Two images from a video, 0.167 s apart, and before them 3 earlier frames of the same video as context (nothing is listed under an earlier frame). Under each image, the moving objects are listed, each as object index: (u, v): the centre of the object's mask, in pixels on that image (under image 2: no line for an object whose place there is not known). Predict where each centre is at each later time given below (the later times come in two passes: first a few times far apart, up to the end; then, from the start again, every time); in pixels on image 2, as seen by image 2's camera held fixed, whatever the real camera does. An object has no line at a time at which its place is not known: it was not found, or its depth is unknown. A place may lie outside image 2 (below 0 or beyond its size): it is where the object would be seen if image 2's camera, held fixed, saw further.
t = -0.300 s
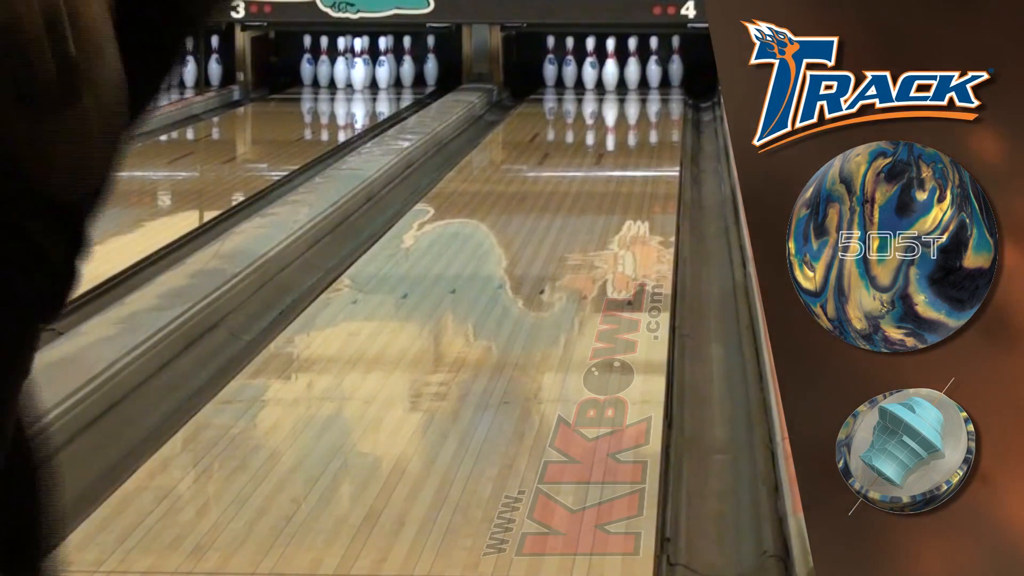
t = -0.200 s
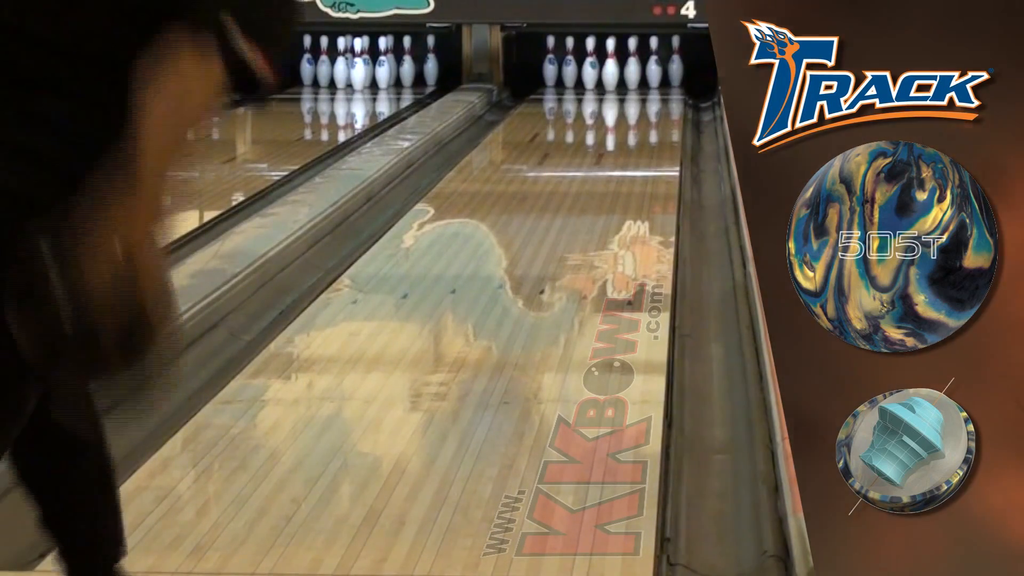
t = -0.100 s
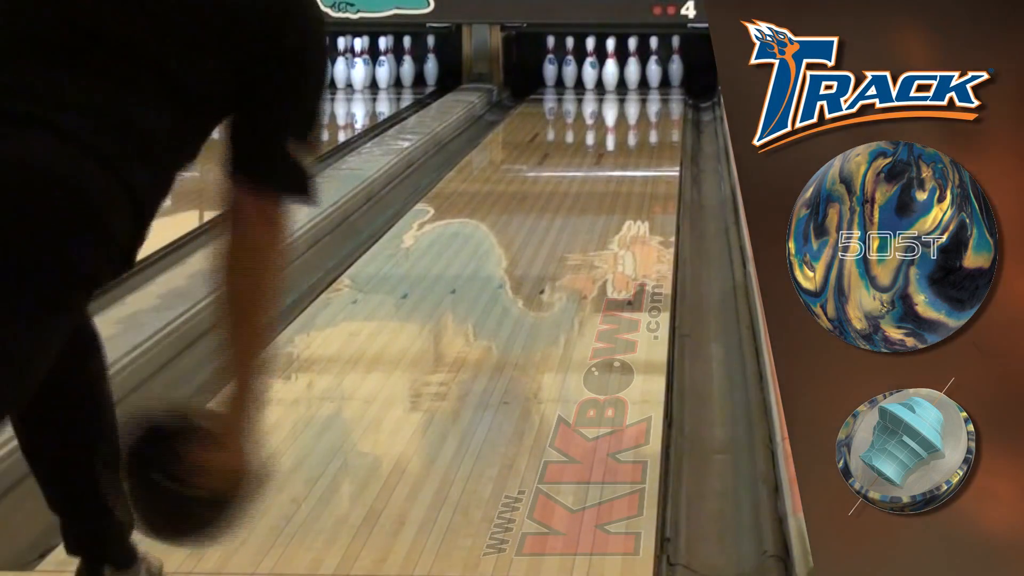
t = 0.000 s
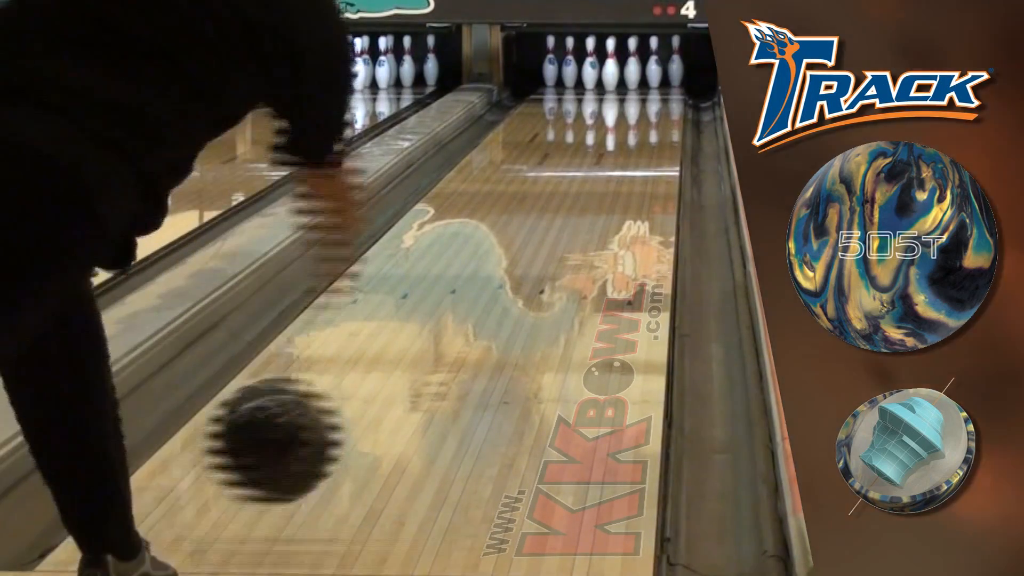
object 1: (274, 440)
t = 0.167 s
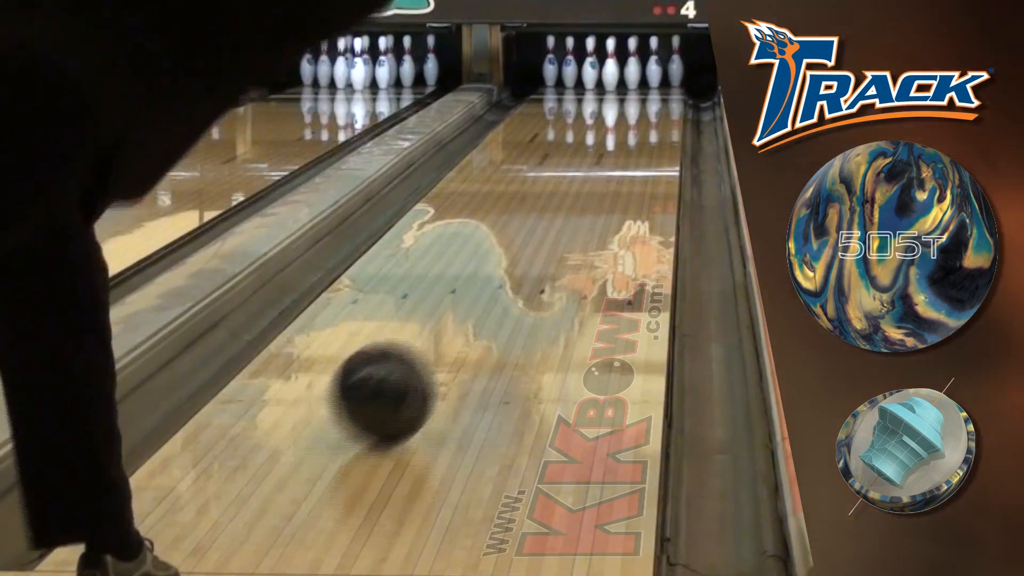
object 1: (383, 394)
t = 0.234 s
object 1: (416, 363)
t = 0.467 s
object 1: (501, 283)
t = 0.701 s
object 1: (557, 229)
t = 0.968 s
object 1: (600, 184)
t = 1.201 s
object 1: (628, 155)
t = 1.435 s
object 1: (645, 133)
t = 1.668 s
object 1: (653, 116)
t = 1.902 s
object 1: (653, 103)
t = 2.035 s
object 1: (649, 95)
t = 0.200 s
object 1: (400, 378)
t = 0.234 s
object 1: (416, 363)
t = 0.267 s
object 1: (431, 350)
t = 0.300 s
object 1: (444, 337)
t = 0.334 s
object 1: (457, 325)
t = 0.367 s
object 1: (469, 313)
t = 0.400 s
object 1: (481, 302)
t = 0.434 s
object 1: (491, 292)
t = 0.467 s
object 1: (501, 283)
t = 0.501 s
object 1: (510, 273)
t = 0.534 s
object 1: (520, 265)
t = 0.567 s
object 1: (528, 257)
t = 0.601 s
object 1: (536, 250)
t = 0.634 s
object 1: (543, 242)
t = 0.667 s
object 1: (550, 235)
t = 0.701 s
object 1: (557, 229)
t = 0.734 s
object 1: (564, 222)
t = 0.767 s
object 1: (570, 216)
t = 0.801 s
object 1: (575, 210)
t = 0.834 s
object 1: (581, 204)
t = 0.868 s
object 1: (586, 199)
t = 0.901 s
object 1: (591, 194)
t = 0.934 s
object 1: (596, 189)
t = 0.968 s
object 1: (600, 184)
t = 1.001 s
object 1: (605, 180)
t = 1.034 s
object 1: (609, 176)
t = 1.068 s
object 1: (613, 171)
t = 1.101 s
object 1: (617, 167)
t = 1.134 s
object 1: (620, 163)
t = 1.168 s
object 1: (624, 160)
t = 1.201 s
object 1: (628, 155)
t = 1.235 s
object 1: (630, 152)
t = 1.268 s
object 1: (633, 149)
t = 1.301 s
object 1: (636, 145)
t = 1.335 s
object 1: (638, 142)
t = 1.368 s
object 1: (641, 139)
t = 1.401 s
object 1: (643, 136)
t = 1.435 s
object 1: (645, 133)
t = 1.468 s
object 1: (646, 130)
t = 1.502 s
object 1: (648, 127)
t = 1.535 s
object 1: (650, 125)
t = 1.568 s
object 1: (651, 123)
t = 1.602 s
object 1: (652, 120)
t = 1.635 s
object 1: (653, 119)
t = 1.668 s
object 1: (653, 116)
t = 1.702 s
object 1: (654, 114)
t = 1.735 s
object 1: (655, 112)
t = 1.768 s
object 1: (655, 109)
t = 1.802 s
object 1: (654, 108)
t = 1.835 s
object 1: (654, 106)
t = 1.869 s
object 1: (654, 105)
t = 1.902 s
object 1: (653, 103)
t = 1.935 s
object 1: (652, 100)
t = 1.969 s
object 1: (651, 98)
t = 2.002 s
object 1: (650, 97)
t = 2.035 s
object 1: (649, 95)
